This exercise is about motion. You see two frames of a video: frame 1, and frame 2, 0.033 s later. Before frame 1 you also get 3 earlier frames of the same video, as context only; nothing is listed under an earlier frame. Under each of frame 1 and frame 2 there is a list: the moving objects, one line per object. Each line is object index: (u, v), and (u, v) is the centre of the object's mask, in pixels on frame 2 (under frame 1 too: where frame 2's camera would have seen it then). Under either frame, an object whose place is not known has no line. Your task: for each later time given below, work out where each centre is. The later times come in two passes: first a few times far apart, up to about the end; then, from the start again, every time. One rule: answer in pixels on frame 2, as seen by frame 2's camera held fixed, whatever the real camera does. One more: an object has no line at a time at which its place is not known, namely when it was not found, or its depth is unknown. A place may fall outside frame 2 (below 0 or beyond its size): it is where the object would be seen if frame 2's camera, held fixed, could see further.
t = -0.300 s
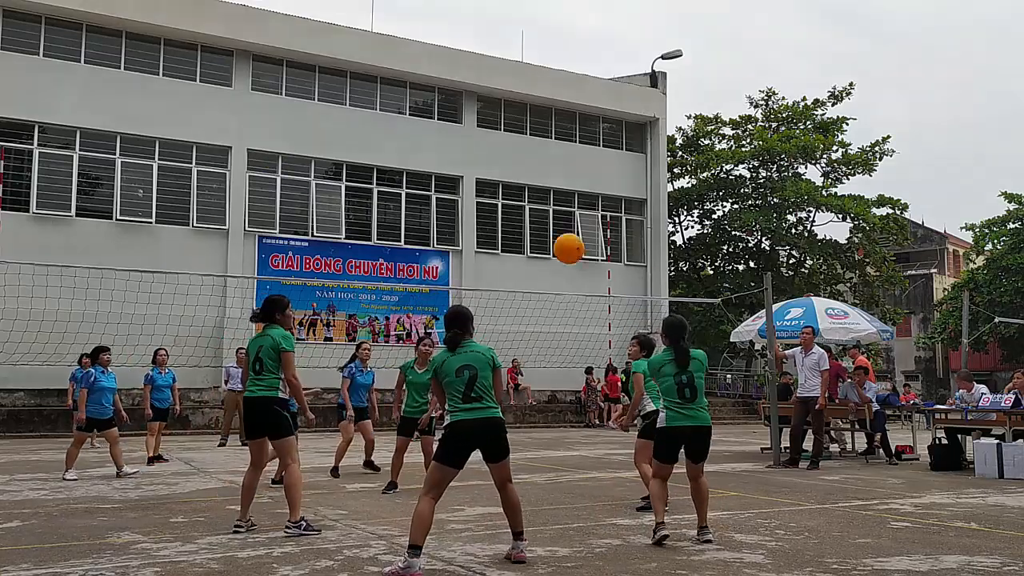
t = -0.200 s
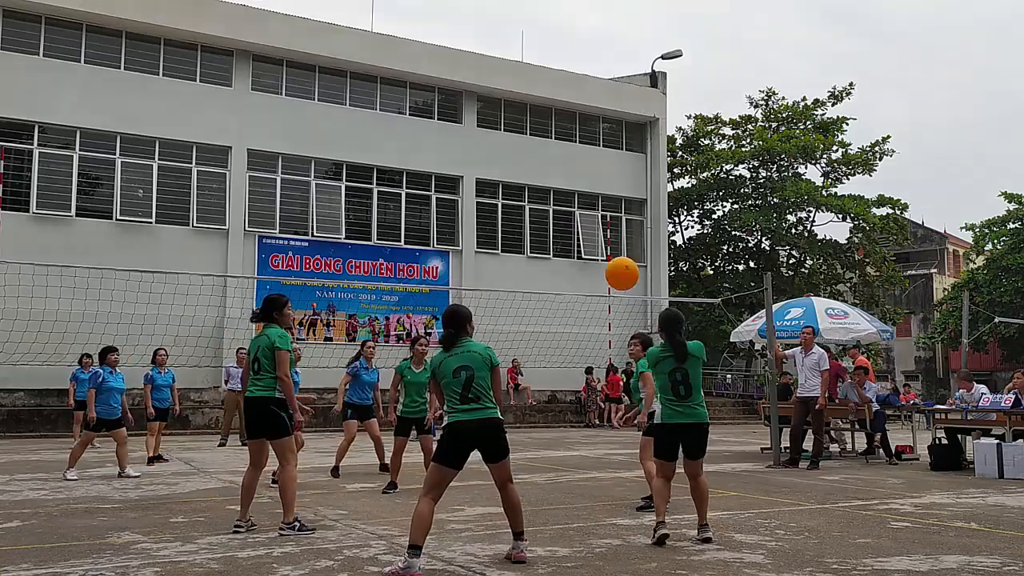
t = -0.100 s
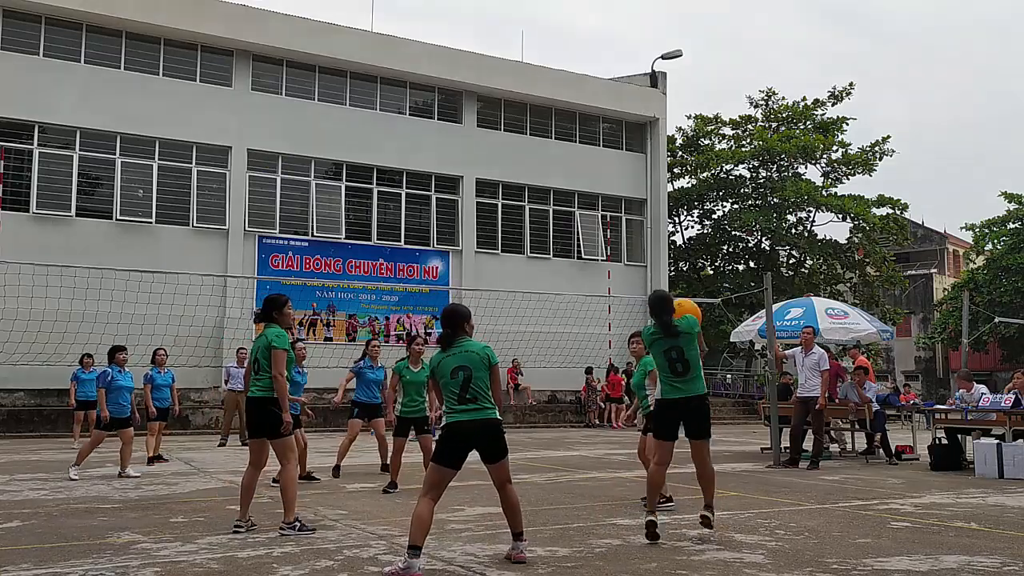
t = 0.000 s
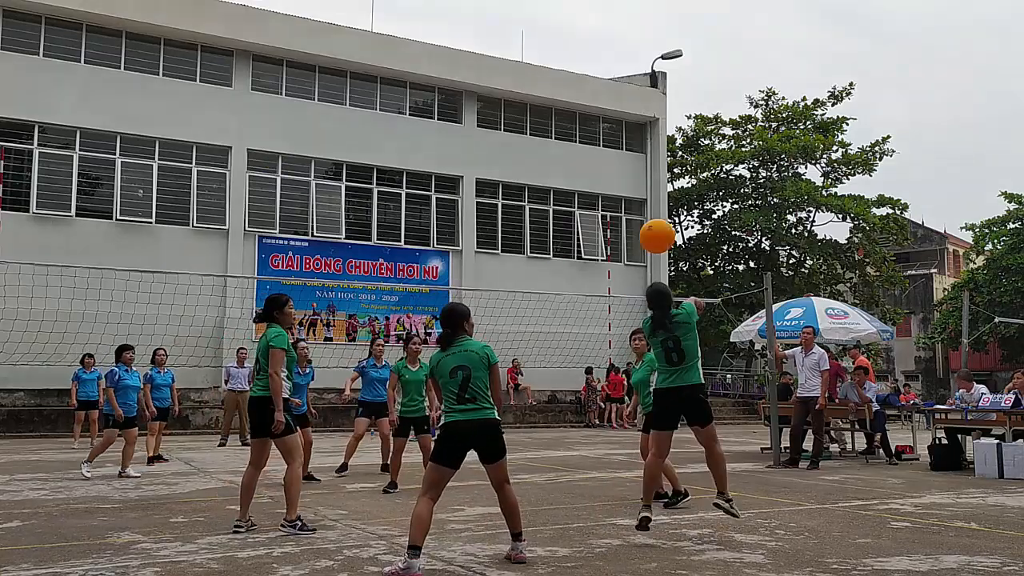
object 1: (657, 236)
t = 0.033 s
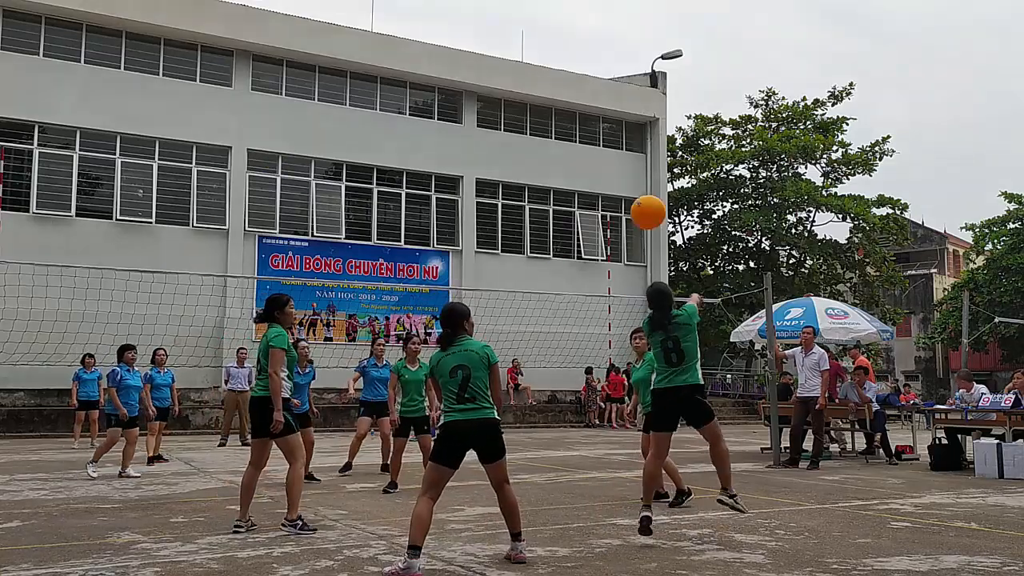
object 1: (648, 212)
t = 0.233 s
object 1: (597, 111)
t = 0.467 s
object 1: (546, 68)
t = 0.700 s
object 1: (504, 87)
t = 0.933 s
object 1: (466, 160)
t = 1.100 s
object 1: (441, 240)
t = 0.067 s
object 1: (639, 190)
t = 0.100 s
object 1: (630, 170)
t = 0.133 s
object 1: (622, 152)
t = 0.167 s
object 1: (613, 137)
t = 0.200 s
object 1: (605, 123)
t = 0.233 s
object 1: (597, 111)
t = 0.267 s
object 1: (589, 100)
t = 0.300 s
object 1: (581, 92)
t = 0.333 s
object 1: (573, 84)
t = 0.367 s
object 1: (566, 78)
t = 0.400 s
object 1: (559, 73)
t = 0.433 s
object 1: (552, 70)
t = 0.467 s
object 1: (546, 68)
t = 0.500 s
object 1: (540, 67)
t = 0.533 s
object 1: (534, 68)
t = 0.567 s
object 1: (527, 70)
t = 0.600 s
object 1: (521, 72)
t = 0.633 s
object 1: (515, 76)
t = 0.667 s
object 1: (510, 81)
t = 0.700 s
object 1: (504, 87)
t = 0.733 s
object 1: (499, 95)
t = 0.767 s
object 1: (493, 103)
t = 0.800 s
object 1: (488, 112)
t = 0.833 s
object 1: (483, 123)
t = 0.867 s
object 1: (477, 134)
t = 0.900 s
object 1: (472, 147)
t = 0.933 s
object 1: (466, 160)
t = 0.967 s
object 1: (461, 174)
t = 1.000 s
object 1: (456, 189)
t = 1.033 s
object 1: (451, 205)
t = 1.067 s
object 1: (447, 222)
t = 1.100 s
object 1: (441, 240)
